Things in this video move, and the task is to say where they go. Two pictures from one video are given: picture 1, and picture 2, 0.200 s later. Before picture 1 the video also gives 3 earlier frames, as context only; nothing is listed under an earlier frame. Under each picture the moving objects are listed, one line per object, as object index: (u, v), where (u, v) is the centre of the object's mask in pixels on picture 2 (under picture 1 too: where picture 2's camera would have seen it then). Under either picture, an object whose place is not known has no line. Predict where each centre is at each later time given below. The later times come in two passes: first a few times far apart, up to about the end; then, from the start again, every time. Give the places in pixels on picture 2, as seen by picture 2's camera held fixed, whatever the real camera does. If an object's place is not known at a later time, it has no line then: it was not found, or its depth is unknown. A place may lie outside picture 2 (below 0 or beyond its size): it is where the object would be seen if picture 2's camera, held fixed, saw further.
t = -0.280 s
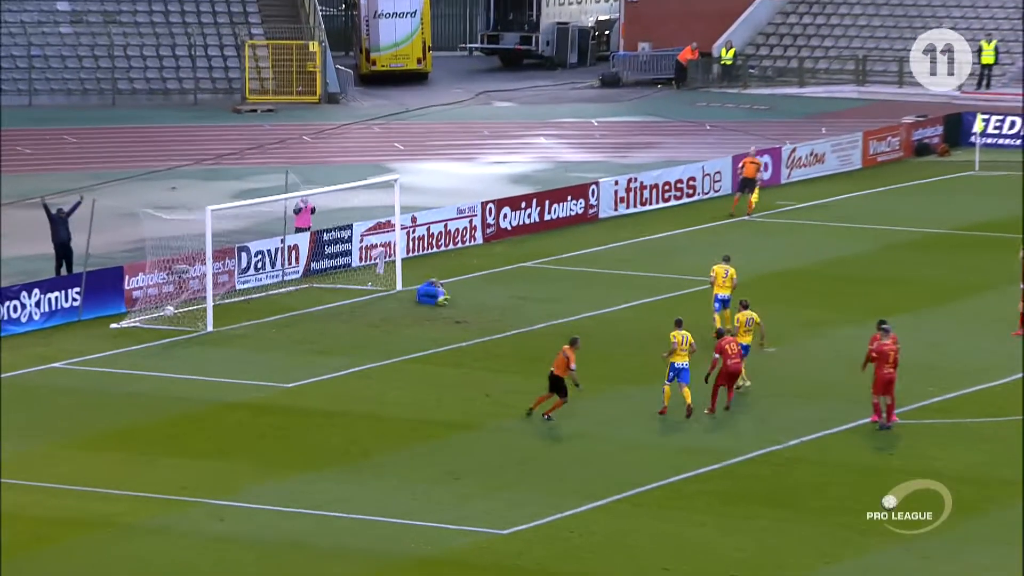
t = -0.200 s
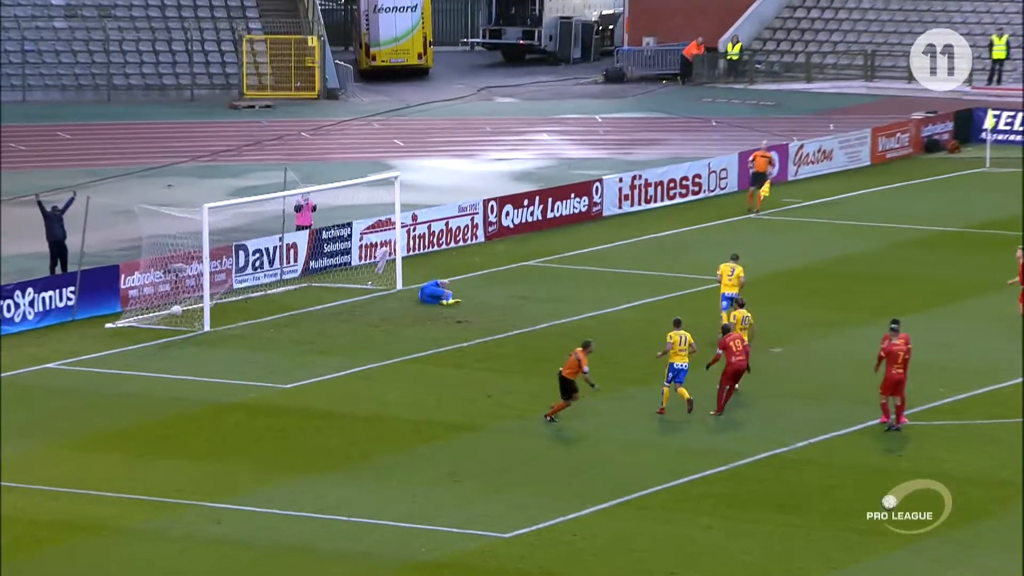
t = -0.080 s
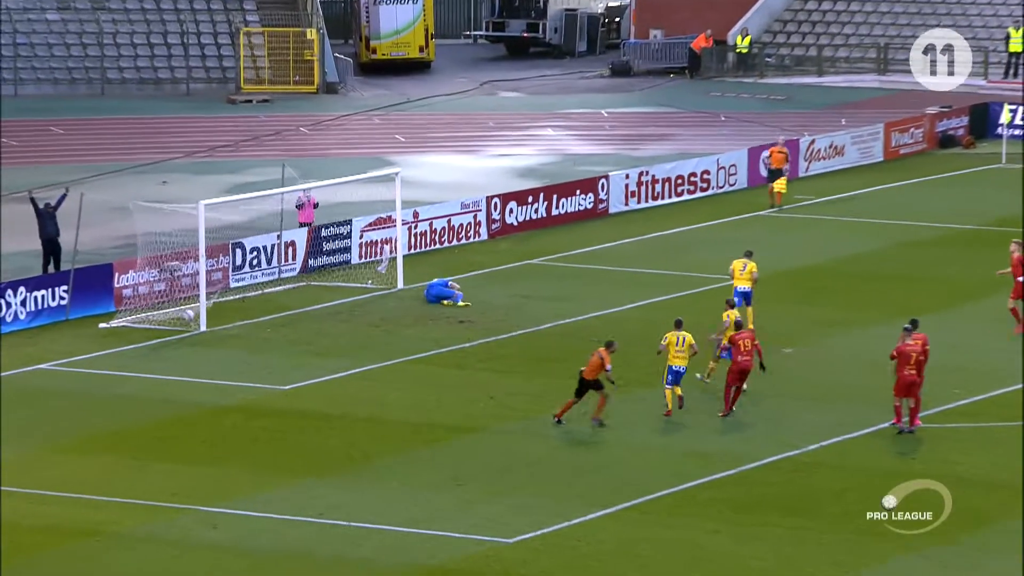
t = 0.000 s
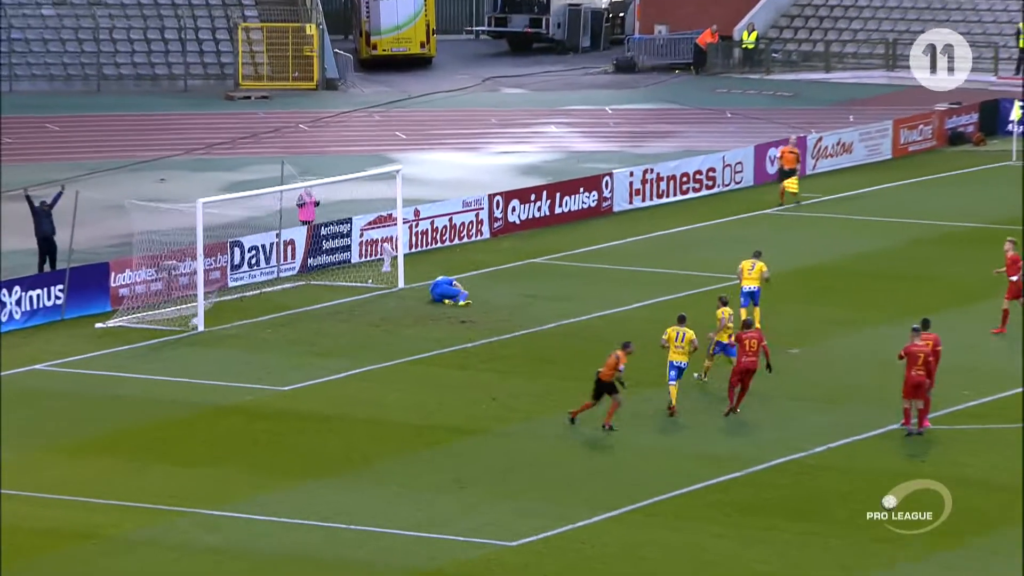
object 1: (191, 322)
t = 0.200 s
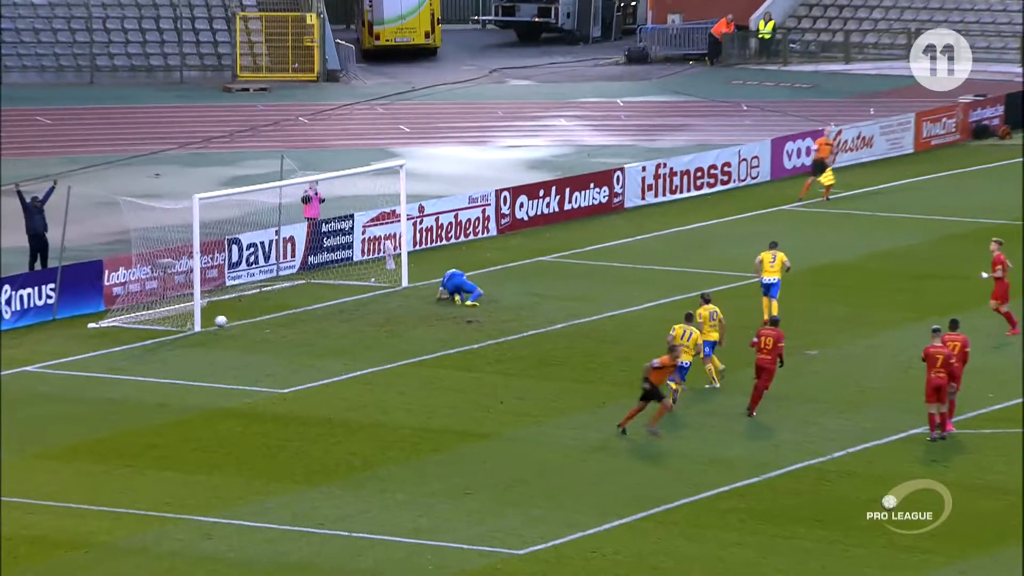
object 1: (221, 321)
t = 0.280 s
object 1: (231, 325)
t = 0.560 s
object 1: (268, 332)
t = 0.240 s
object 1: (226, 322)
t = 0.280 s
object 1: (231, 325)
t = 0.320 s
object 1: (237, 328)
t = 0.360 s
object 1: (242, 328)
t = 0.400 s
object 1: (247, 328)
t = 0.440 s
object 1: (252, 328)
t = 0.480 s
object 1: (257, 328)
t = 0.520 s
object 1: (263, 331)
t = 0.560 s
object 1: (268, 332)
